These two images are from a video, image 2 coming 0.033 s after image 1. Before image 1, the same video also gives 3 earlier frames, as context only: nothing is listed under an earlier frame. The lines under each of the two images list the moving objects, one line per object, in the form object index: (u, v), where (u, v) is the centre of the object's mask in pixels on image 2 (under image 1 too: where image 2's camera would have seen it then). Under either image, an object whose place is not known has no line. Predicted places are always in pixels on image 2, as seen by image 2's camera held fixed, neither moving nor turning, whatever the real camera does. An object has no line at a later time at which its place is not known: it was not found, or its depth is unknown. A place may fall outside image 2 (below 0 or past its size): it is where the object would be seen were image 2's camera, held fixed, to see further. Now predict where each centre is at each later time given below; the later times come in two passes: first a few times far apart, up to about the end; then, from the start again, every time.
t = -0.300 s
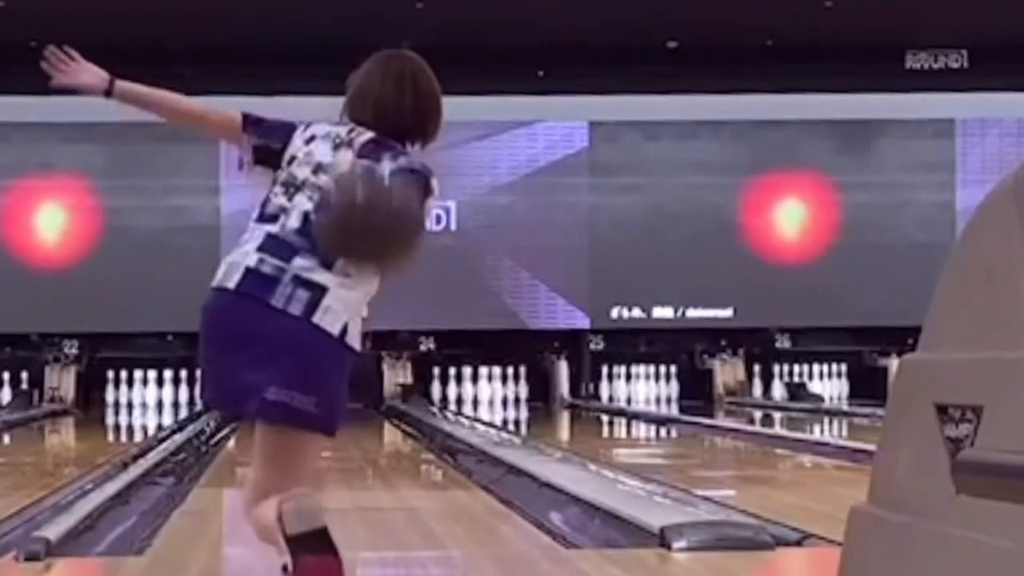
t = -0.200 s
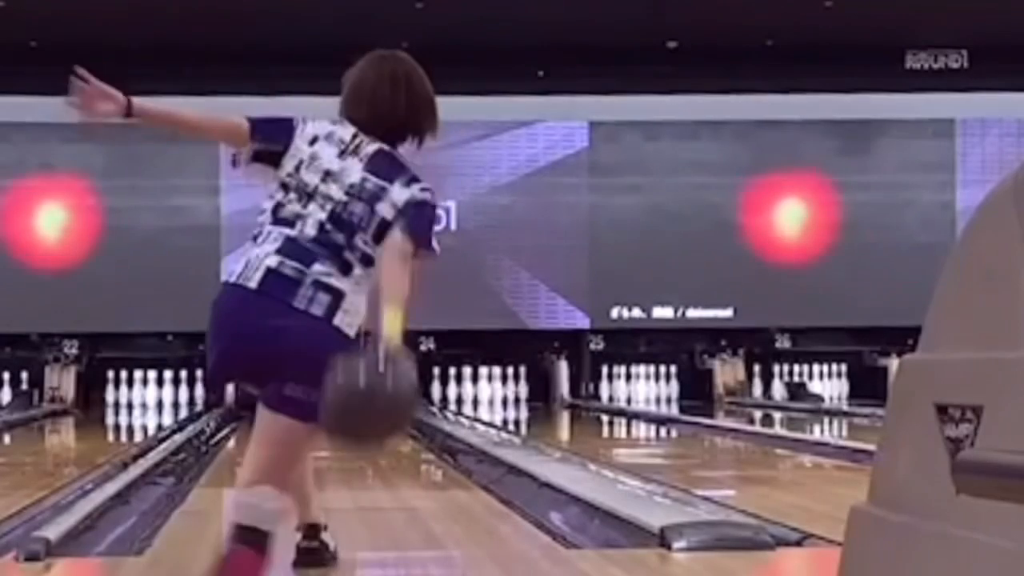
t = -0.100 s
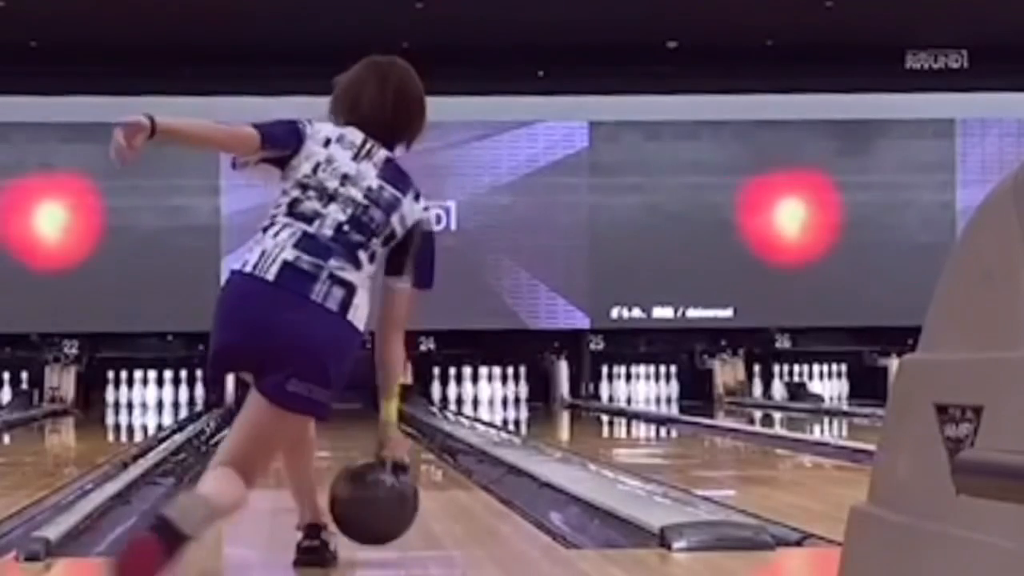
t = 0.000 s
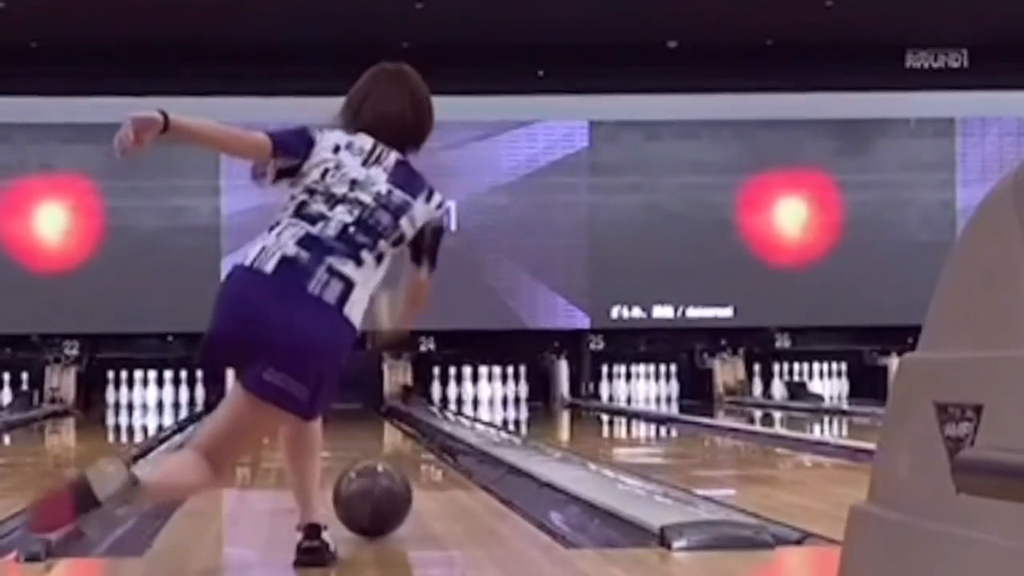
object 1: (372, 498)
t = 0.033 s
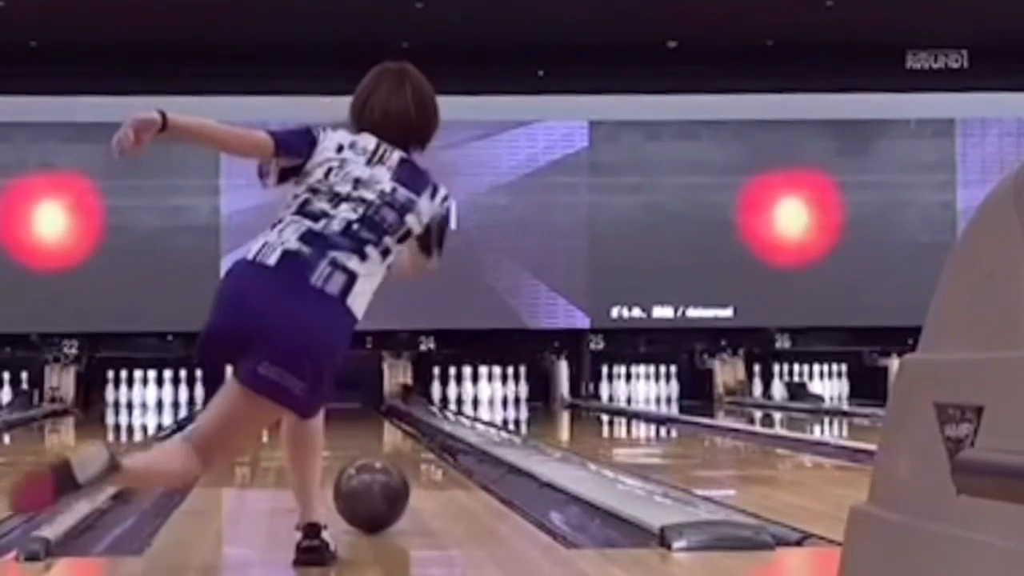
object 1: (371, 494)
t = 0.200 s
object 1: (368, 475)
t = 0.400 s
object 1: (364, 456)
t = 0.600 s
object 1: (362, 441)
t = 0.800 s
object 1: (360, 431)
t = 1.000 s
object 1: (356, 423)
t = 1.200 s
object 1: (353, 418)
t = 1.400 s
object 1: (350, 413)
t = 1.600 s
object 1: (349, 408)
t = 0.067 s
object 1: (370, 491)
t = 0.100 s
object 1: (369, 485)
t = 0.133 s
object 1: (369, 481)
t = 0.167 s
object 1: (369, 478)
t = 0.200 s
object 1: (368, 475)
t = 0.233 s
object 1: (368, 471)
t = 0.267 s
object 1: (367, 468)
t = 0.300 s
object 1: (366, 465)
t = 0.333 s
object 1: (366, 462)
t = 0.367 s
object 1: (365, 459)
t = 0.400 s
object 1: (364, 456)
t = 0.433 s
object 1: (364, 453)
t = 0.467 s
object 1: (364, 451)
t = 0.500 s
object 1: (363, 448)
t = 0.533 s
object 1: (362, 445)
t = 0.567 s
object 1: (362, 443)
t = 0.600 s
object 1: (362, 441)
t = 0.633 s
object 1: (362, 439)
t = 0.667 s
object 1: (362, 437)
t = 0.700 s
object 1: (361, 435)
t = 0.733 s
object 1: (361, 434)
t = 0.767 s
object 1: (360, 432)
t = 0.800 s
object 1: (360, 431)
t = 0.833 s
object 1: (358, 430)
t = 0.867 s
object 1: (359, 428)
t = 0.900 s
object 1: (358, 427)
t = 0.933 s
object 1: (357, 426)
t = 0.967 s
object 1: (357, 424)
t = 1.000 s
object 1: (356, 423)
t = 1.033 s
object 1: (356, 422)
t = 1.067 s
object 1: (355, 421)
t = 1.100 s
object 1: (354, 421)
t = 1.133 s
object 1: (354, 420)
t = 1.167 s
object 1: (353, 419)
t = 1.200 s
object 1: (353, 418)
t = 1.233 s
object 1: (353, 418)
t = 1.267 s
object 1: (352, 417)
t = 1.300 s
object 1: (352, 416)
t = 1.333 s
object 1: (352, 415)
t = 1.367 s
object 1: (351, 413)
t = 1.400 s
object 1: (350, 413)
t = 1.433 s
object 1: (350, 412)
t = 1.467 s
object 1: (350, 411)
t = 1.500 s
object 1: (350, 410)
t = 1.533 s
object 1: (349, 409)
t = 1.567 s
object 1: (349, 409)
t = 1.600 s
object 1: (349, 408)
